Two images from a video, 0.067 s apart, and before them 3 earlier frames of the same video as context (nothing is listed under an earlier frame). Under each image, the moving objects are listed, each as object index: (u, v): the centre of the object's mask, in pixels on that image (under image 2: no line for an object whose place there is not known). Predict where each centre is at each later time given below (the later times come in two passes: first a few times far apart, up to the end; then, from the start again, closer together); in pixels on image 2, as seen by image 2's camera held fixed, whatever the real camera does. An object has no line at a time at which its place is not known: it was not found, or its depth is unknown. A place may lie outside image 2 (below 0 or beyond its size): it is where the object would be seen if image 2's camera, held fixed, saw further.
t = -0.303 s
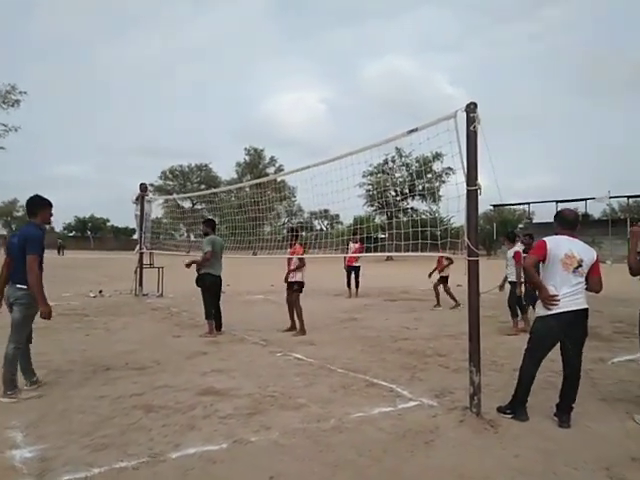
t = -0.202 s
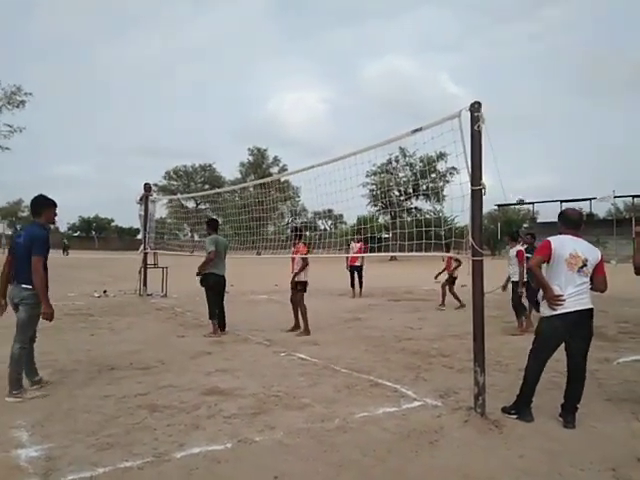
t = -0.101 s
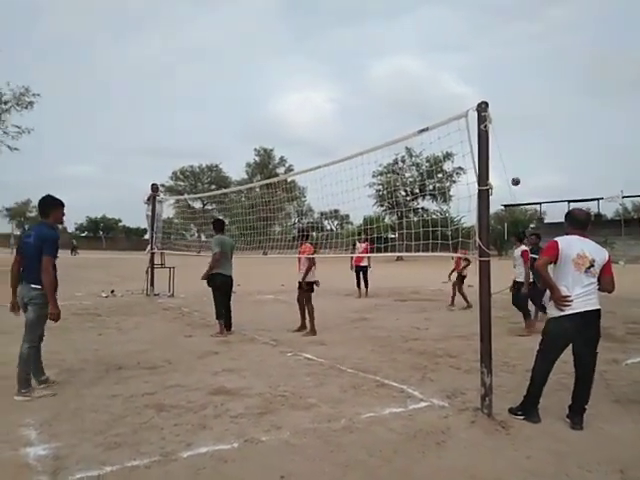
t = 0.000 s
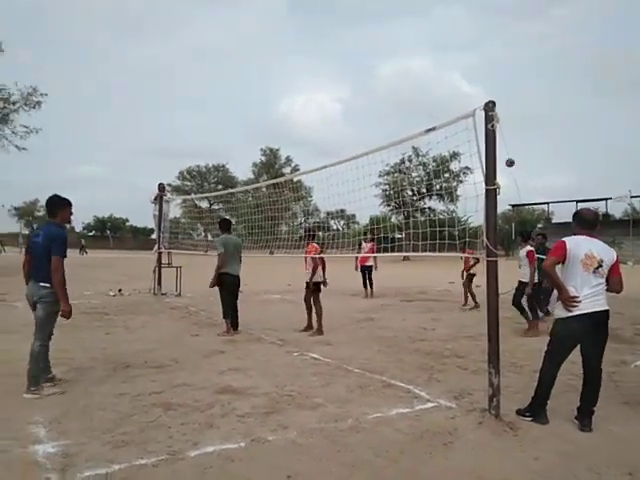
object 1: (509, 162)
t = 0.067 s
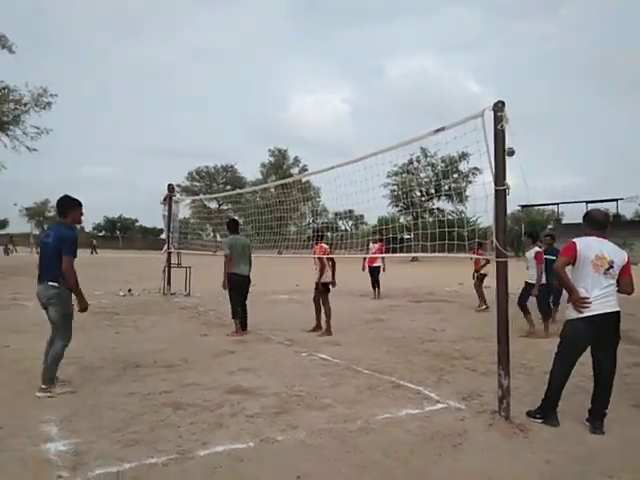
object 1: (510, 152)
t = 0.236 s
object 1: (480, 130)
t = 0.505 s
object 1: (417, 127)
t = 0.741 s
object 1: (348, 181)
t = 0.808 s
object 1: (348, 202)
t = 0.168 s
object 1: (490, 138)
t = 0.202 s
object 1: (486, 132)
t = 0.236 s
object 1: (480, 130)
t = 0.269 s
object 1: (474, 127)
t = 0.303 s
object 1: (466, 125)
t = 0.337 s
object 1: (460, 126)
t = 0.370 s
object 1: (450, 122)
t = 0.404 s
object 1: (443, 122)
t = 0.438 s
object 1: (436, 124)
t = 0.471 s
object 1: (426, 124)
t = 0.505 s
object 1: (417, 127)
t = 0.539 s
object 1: (407, 130)
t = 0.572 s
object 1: (396, 135)
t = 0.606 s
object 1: (385, 141)
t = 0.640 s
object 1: (374, 150)
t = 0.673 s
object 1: (361, 161)
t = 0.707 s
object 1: (353, 171)
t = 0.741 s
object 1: (348, 181)
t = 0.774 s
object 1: (347, 190)
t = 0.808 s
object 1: (348, 202)
